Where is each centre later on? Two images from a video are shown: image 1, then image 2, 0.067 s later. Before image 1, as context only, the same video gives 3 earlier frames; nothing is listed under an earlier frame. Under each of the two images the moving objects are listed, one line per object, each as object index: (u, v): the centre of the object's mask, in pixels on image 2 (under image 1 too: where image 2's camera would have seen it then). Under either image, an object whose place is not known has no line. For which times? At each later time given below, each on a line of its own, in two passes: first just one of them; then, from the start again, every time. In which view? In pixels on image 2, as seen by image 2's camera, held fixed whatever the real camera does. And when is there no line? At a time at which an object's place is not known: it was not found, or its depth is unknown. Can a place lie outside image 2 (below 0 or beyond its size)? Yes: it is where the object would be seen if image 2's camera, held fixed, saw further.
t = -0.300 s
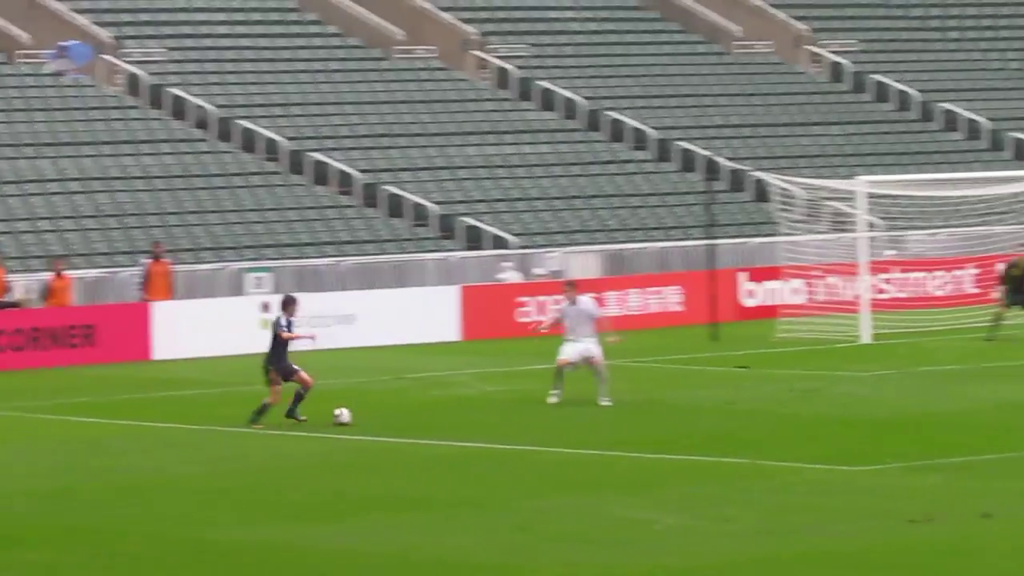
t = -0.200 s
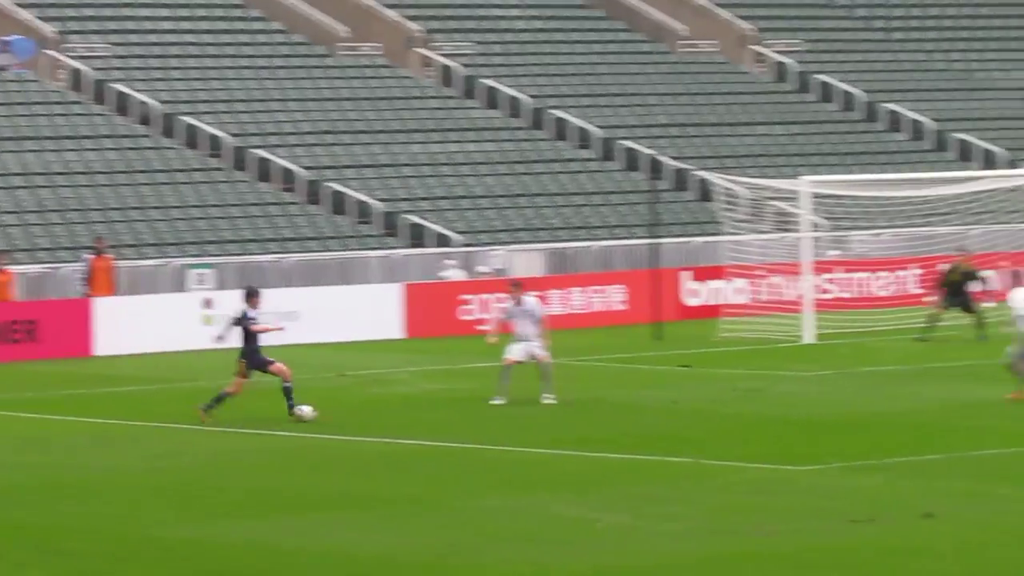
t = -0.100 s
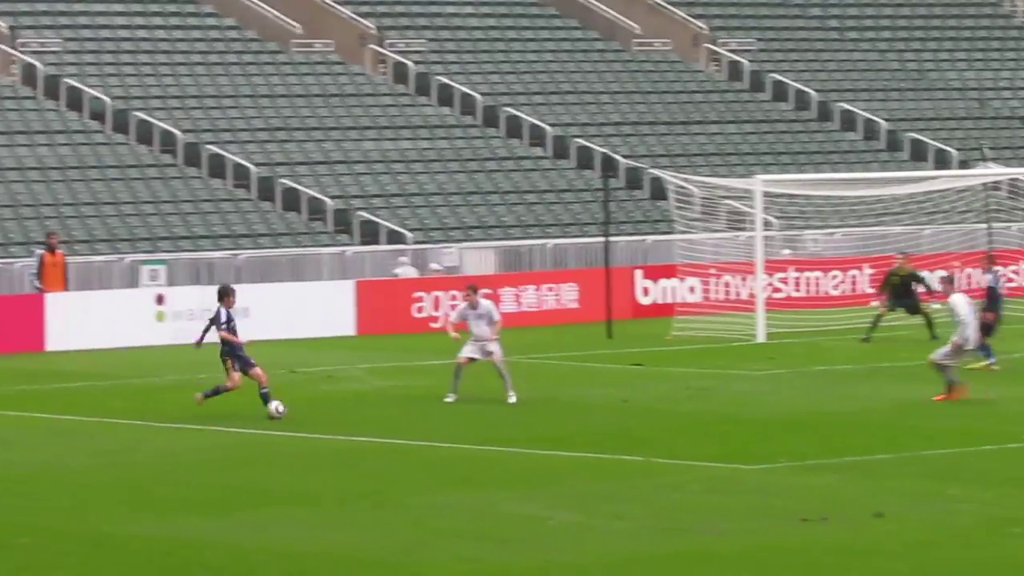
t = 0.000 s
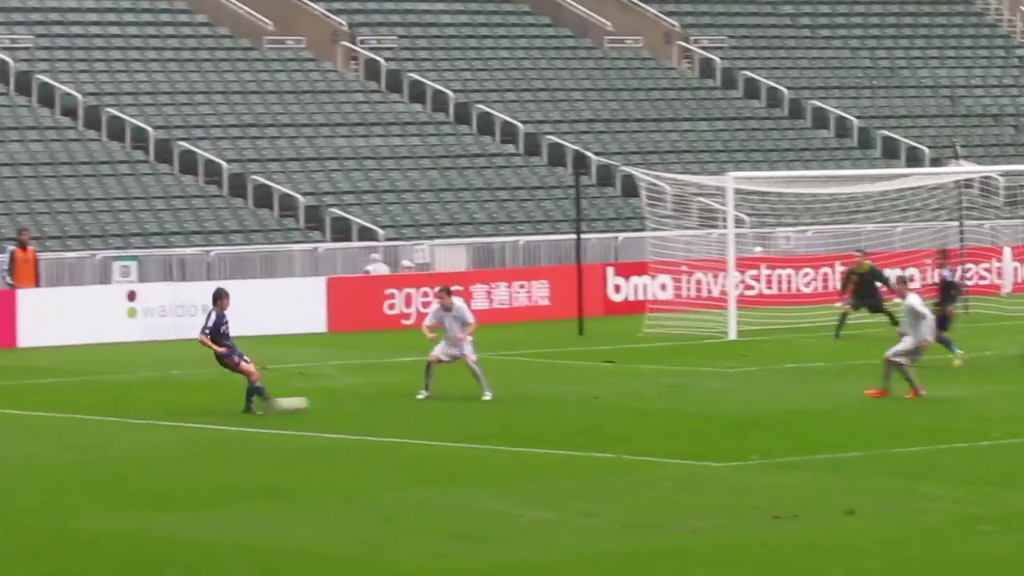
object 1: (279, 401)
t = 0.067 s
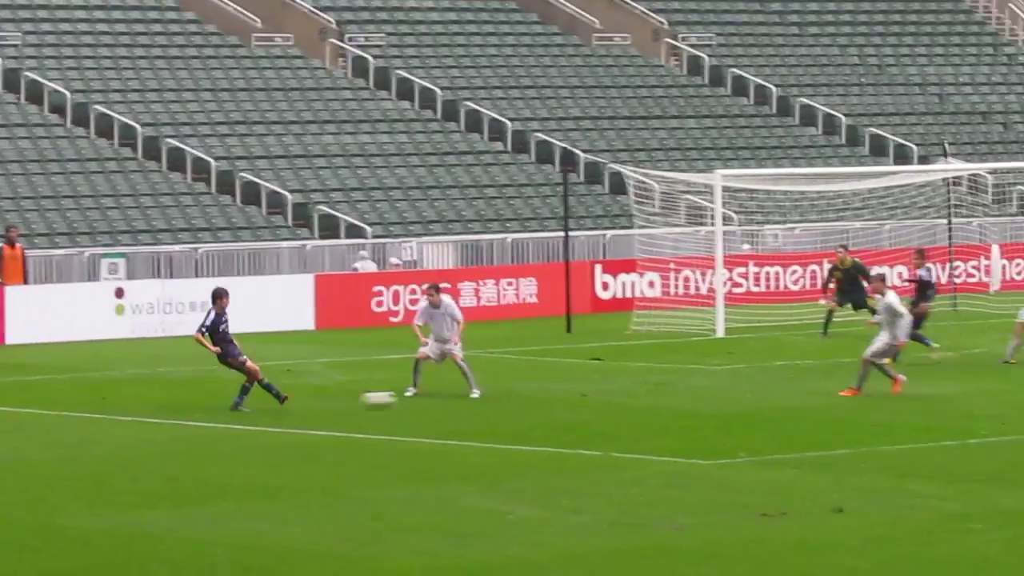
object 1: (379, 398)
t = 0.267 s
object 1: (652, 394)
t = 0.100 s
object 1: (428, 398)
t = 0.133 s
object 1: (476, 397)
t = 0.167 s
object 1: (522, 397)
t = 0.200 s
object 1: (566, 396)
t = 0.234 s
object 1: (609, 395)
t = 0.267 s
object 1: (652, 394)
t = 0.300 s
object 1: (695, 394)
